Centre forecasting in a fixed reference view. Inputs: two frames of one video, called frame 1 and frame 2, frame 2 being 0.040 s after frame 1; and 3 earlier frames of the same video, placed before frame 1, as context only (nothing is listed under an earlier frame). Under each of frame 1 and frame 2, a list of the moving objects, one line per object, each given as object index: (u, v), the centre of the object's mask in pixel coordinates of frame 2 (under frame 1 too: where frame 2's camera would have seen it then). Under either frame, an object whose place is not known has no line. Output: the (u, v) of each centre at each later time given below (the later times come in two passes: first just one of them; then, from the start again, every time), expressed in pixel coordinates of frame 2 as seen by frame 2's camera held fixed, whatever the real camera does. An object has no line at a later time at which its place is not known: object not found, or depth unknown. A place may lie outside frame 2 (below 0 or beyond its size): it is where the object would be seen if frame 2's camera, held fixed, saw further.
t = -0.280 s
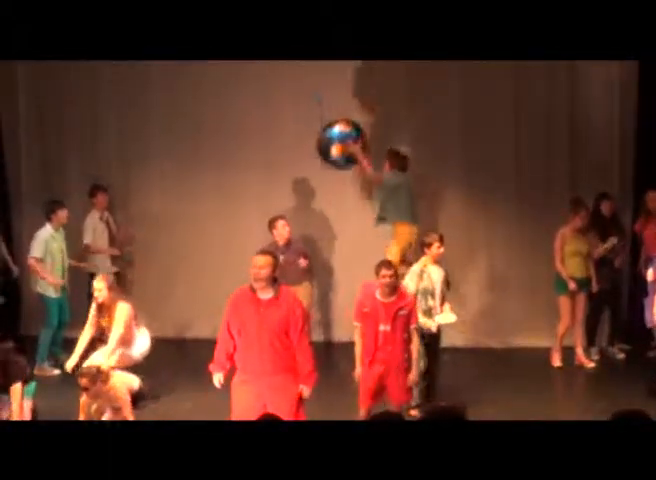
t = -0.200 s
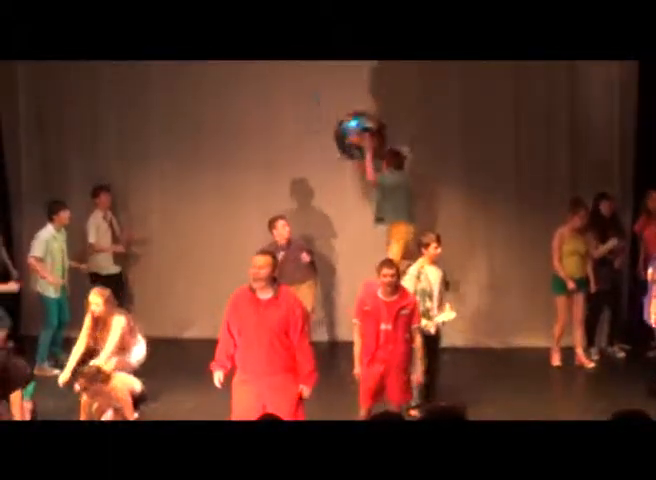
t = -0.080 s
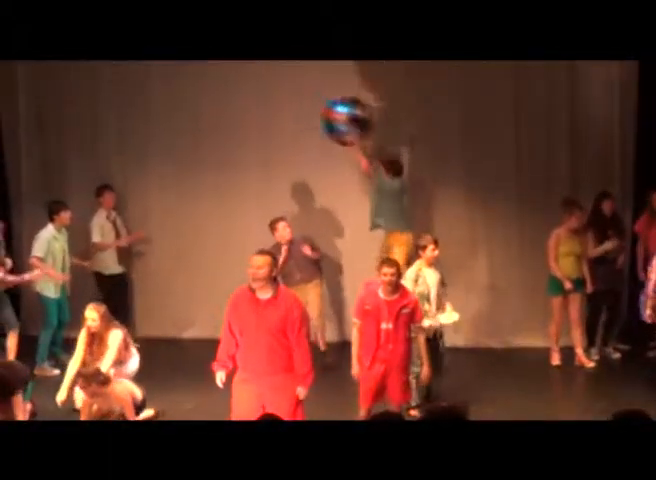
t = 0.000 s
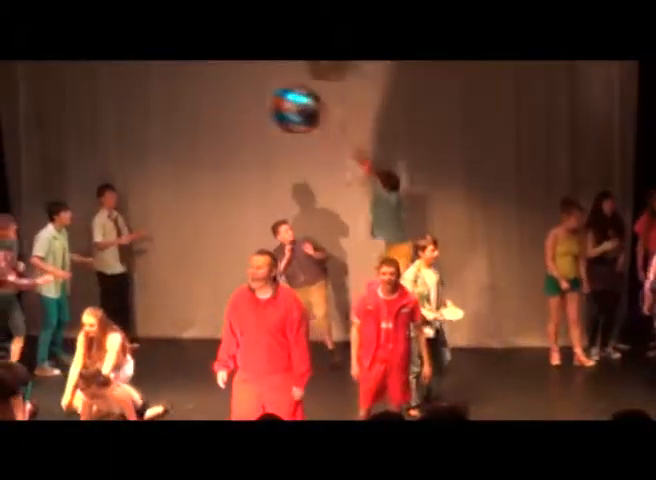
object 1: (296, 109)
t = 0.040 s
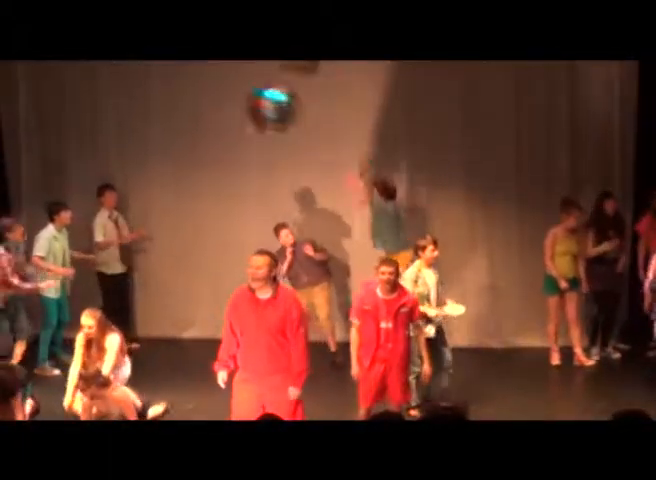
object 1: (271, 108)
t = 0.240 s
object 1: (153, 106)
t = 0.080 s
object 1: (246, 103)
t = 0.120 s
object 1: (223, 102)
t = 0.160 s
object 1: (199, 101)
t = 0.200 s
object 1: (176, 102)
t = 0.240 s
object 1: (153, 106)
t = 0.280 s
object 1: (132, 106)
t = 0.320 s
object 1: (110, 109)
